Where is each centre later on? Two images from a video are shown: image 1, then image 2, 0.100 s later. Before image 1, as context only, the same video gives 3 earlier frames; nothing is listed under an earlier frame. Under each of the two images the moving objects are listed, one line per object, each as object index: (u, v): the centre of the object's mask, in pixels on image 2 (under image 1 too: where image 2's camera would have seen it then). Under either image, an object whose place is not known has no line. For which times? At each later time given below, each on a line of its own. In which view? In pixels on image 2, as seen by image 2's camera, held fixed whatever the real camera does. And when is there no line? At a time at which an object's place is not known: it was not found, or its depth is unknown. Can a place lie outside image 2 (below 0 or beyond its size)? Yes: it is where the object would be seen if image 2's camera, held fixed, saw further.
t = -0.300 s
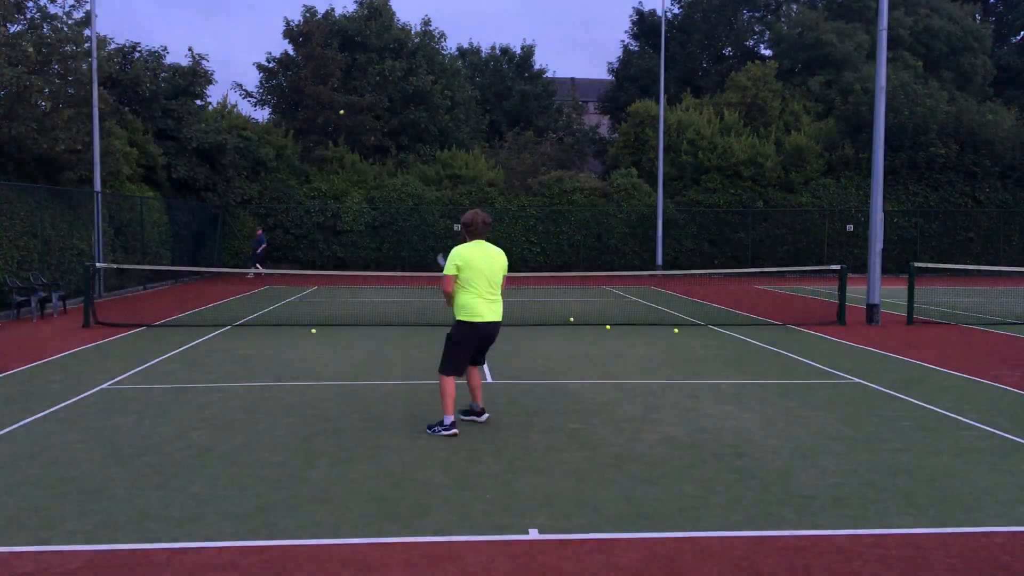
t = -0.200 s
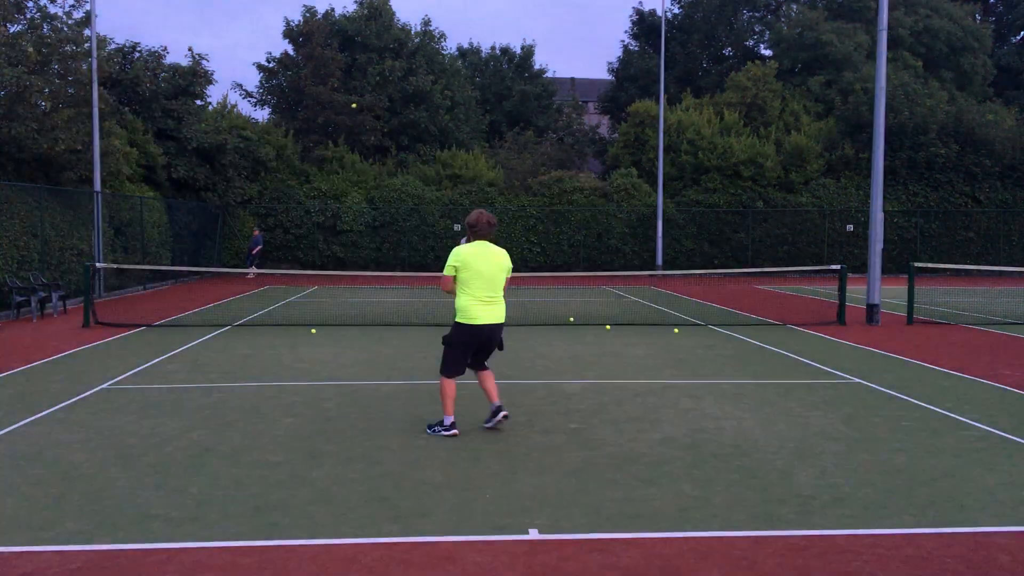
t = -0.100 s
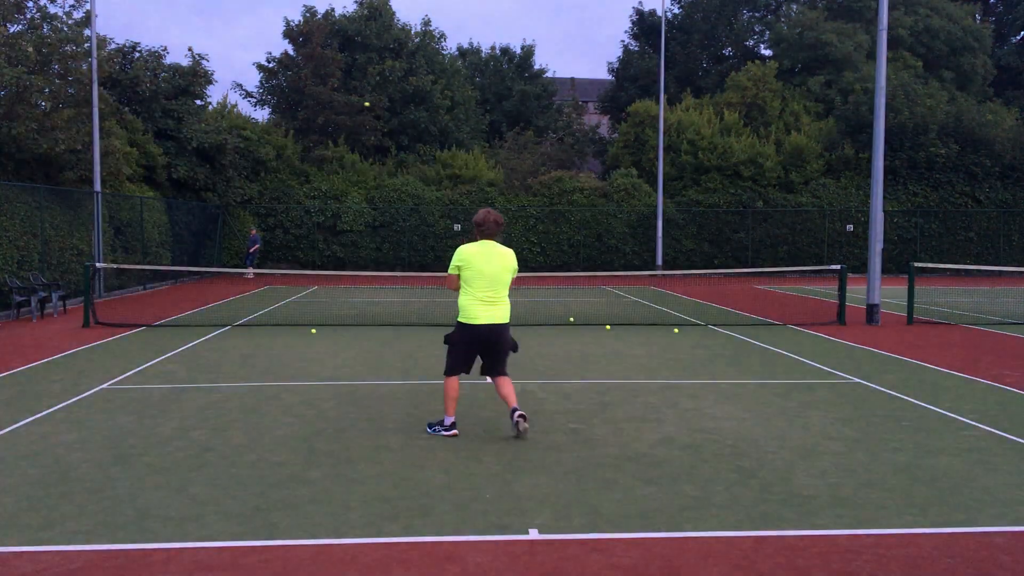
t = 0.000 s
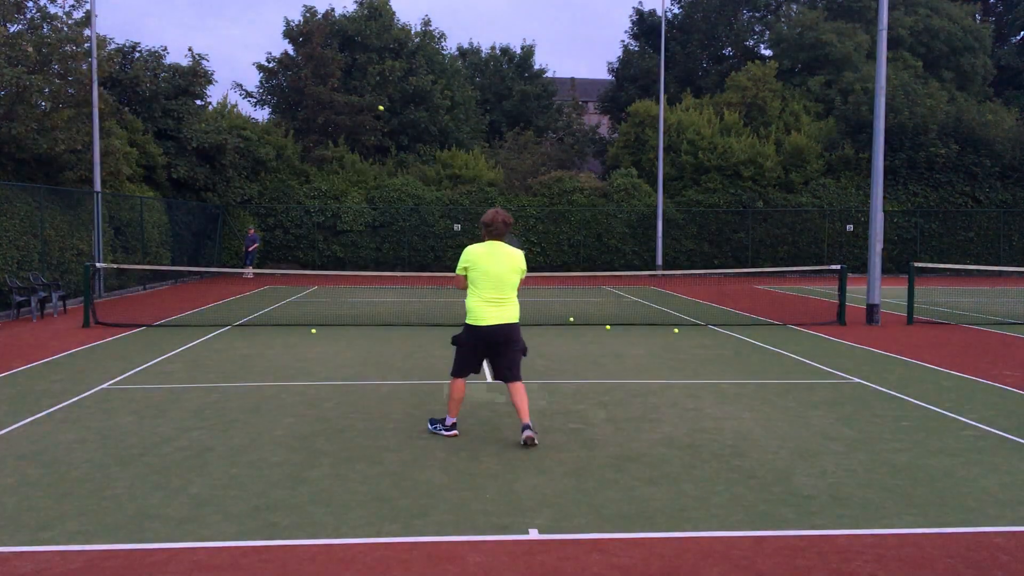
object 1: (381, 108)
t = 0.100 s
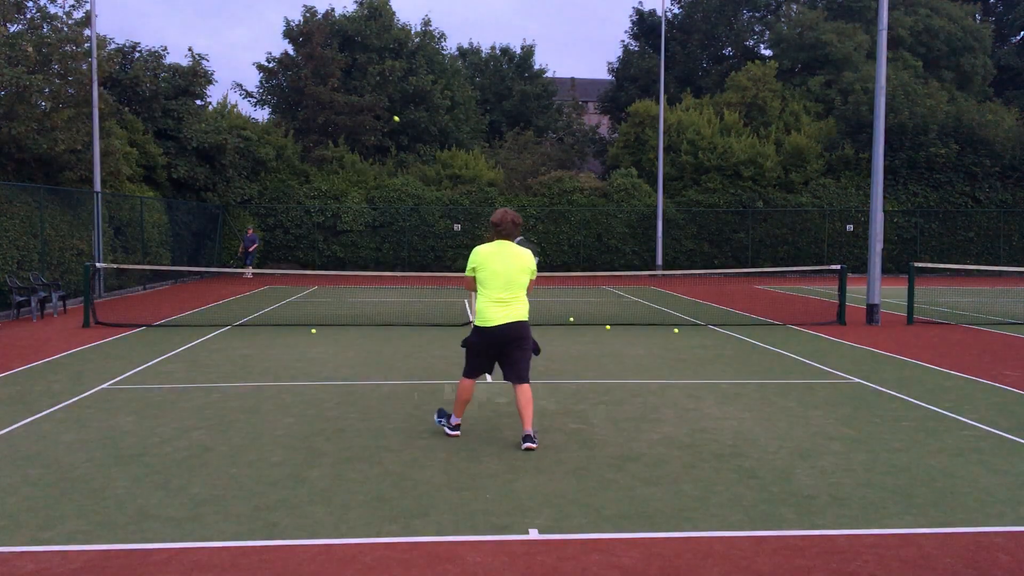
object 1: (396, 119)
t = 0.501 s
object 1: (472, 248)
